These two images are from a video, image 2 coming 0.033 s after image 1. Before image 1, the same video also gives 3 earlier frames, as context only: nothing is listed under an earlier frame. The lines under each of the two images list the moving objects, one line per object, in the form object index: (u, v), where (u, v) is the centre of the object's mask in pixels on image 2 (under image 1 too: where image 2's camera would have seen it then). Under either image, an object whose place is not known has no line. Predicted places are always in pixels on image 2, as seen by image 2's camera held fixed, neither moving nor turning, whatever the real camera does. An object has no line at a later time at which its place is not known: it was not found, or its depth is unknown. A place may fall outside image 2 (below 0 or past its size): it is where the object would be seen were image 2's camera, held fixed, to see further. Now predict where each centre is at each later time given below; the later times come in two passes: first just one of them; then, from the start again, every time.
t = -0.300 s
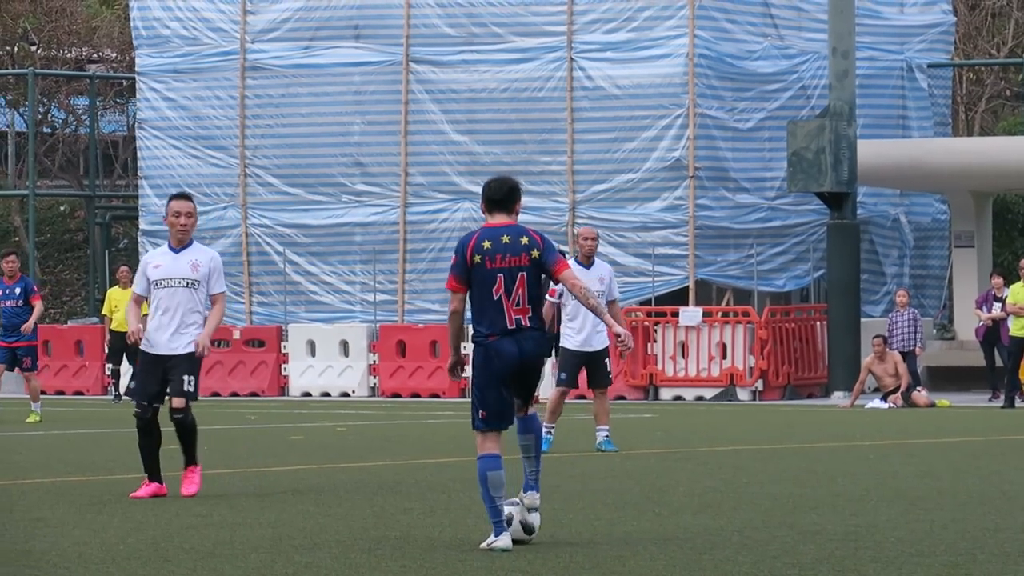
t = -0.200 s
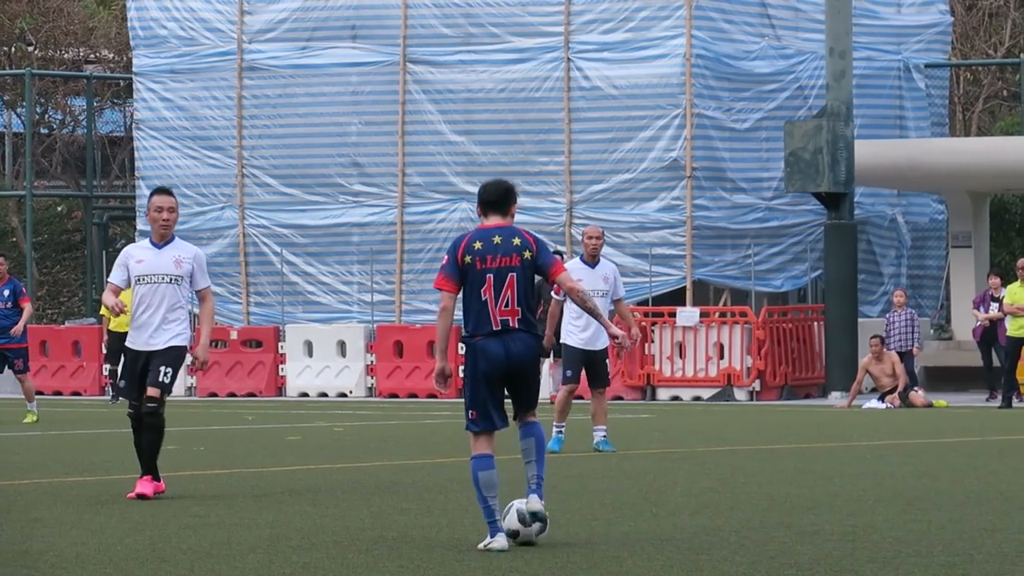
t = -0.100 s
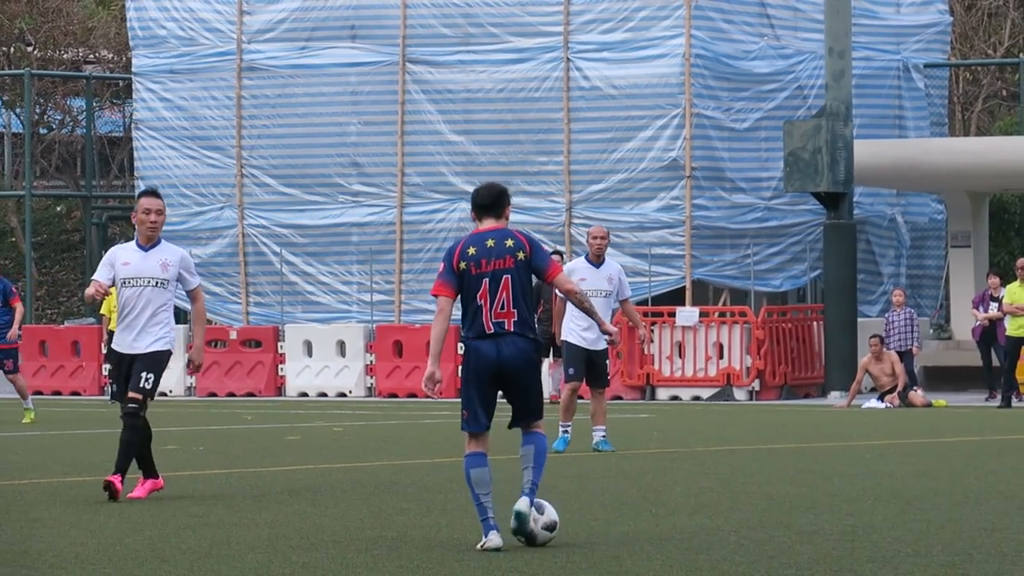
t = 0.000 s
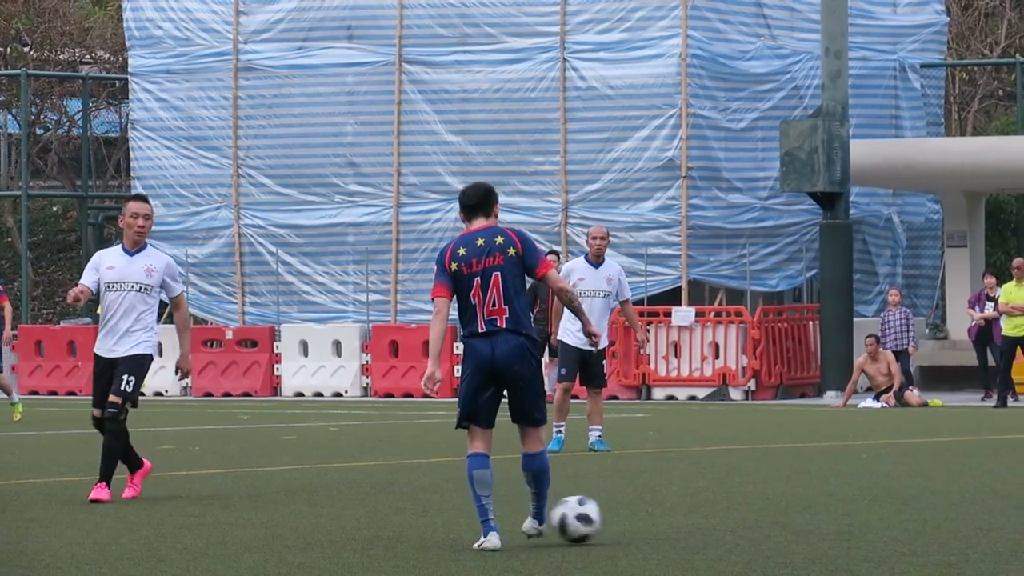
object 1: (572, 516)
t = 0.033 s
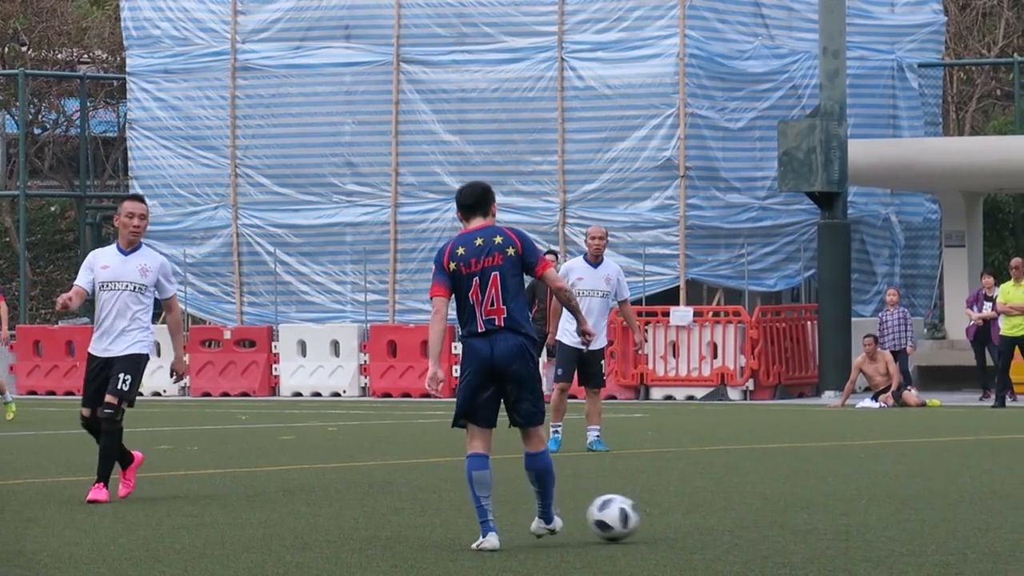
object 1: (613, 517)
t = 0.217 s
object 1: (803, 508)
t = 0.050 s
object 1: (632, 519)
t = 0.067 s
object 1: (650, 517)
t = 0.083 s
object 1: (668, 516)
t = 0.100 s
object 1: (687, 515)
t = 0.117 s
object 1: (703, 514)
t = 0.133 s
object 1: (721, 512)
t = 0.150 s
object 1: (738, 510)
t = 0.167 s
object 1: (759, 515)
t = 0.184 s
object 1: (773, 513)
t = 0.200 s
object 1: (788, 508)
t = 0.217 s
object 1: (803, 508)
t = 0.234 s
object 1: (819, 508)
